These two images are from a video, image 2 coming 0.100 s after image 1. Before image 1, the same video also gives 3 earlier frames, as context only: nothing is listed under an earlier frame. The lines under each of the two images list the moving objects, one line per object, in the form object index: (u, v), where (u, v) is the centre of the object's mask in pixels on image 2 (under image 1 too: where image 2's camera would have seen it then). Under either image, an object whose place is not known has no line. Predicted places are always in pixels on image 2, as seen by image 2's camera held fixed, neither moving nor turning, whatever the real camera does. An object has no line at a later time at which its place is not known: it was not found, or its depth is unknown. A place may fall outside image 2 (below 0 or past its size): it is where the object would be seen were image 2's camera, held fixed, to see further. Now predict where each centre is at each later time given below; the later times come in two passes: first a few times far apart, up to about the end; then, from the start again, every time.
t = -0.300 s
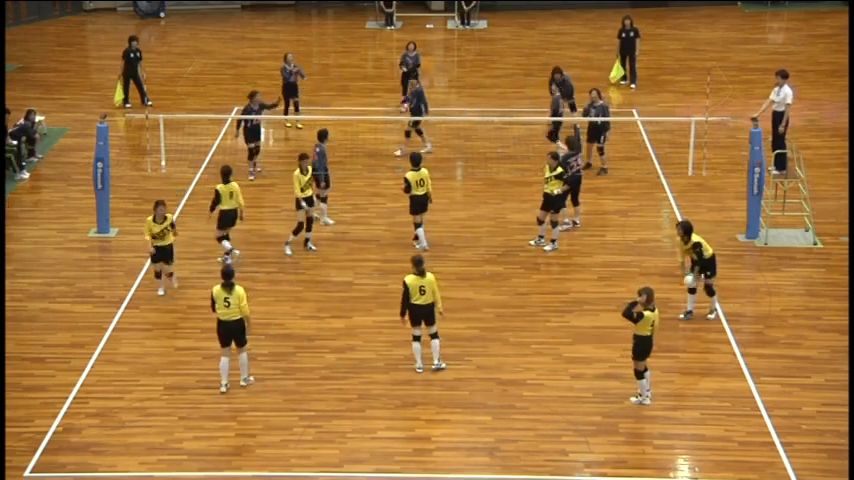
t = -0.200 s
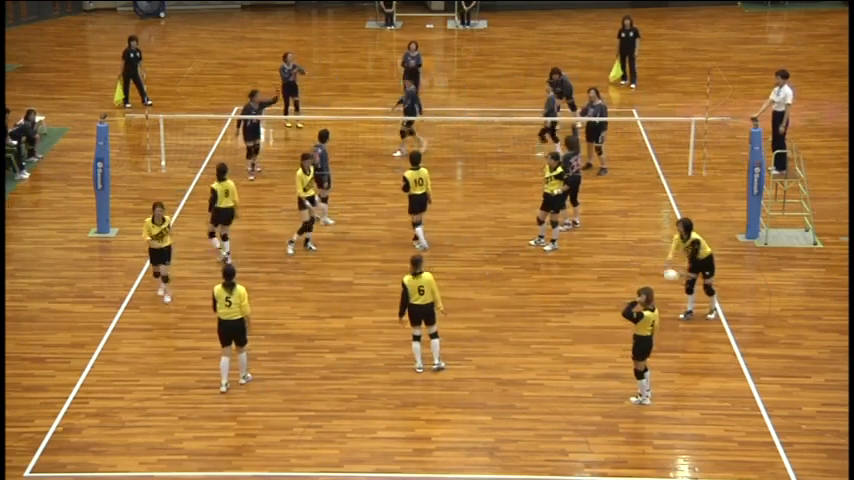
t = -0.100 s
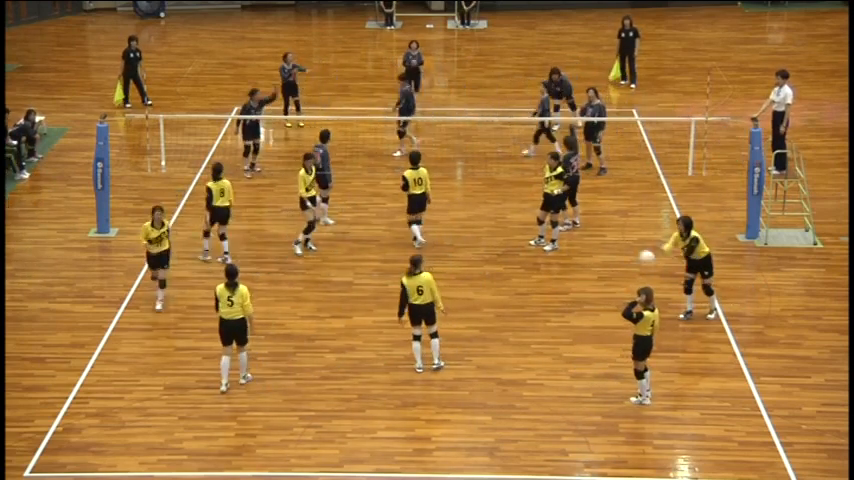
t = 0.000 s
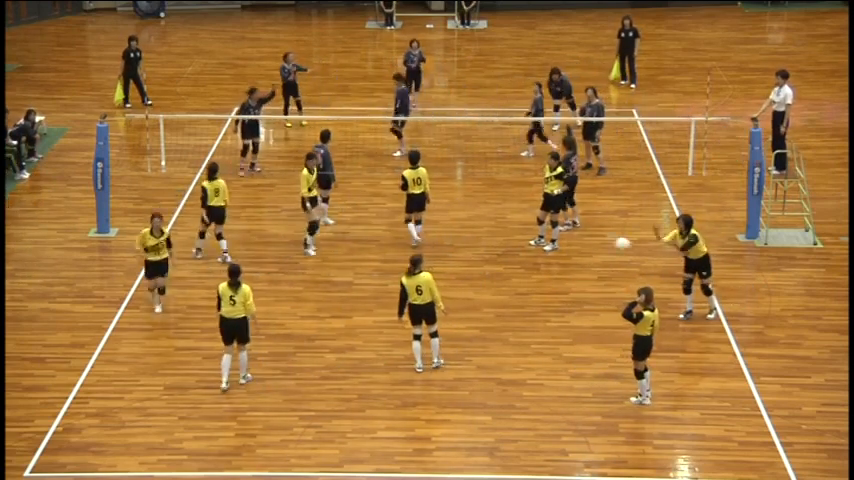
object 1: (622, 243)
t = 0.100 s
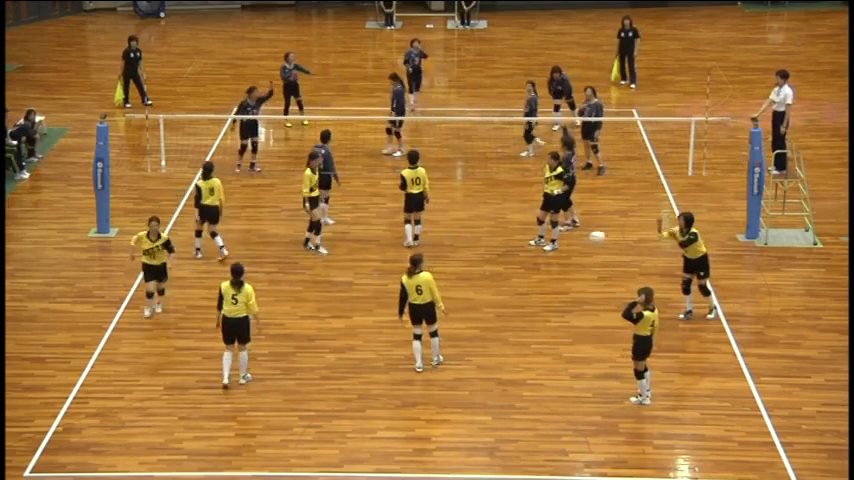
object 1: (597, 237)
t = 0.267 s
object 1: (555, 240)
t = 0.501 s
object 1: (496, 278)
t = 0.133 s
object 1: (589, 235)
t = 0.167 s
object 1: (581, 235)
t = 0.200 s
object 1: (572, 236)
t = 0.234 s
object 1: (564, 237)
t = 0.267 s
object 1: (555, 240)
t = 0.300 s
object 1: (546, 243)
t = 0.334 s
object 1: (538, 246)
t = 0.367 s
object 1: (529, 251)
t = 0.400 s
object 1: (521, 256)
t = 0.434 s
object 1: (512, 263)
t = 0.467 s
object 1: (504, 269)
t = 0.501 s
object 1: (496, 278)
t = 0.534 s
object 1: (487, 285)
